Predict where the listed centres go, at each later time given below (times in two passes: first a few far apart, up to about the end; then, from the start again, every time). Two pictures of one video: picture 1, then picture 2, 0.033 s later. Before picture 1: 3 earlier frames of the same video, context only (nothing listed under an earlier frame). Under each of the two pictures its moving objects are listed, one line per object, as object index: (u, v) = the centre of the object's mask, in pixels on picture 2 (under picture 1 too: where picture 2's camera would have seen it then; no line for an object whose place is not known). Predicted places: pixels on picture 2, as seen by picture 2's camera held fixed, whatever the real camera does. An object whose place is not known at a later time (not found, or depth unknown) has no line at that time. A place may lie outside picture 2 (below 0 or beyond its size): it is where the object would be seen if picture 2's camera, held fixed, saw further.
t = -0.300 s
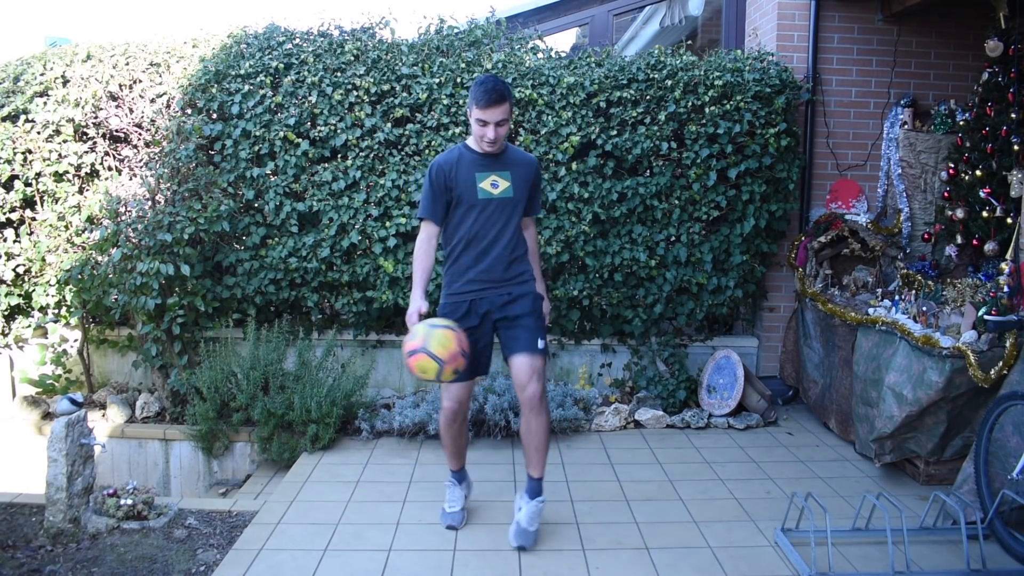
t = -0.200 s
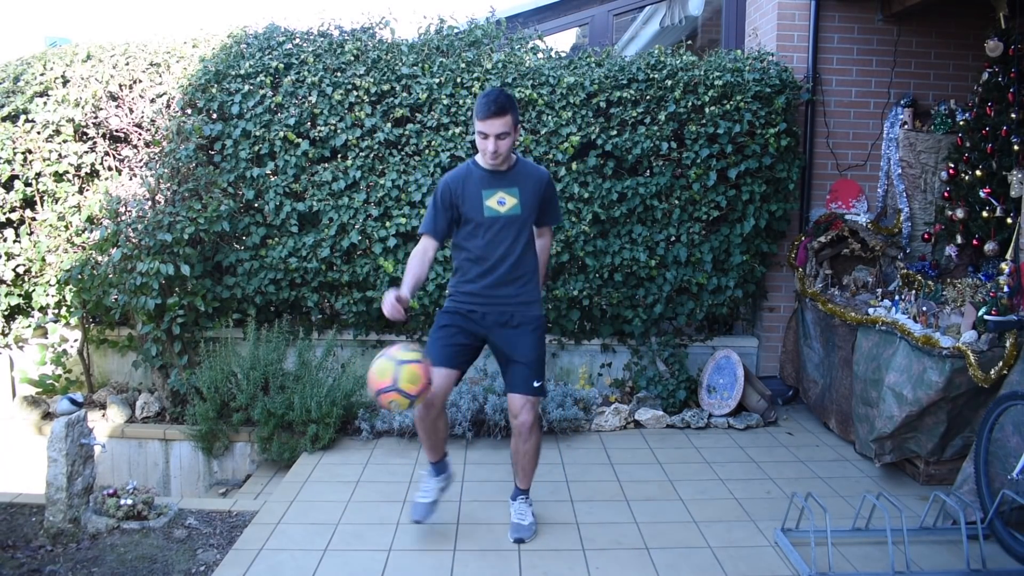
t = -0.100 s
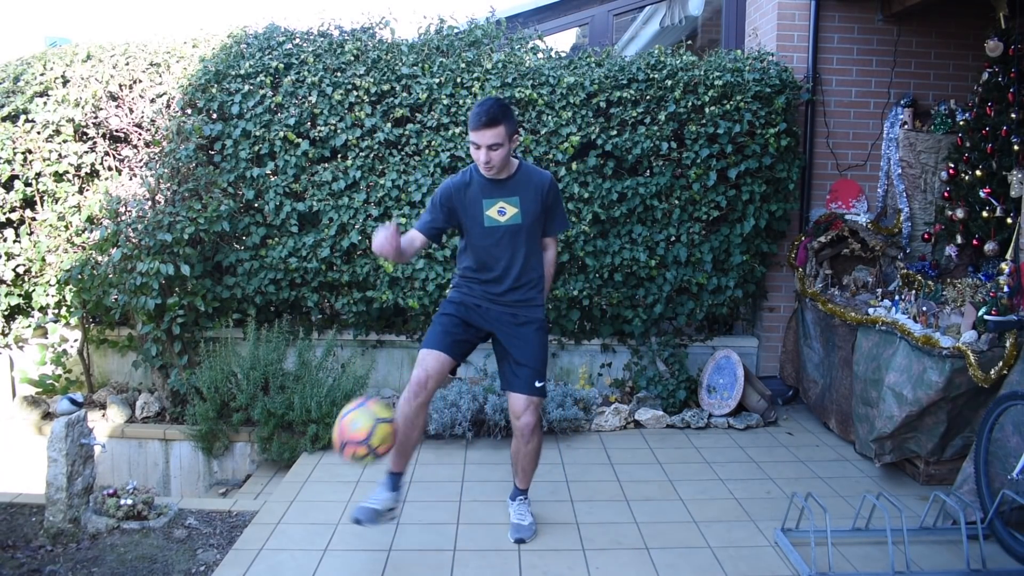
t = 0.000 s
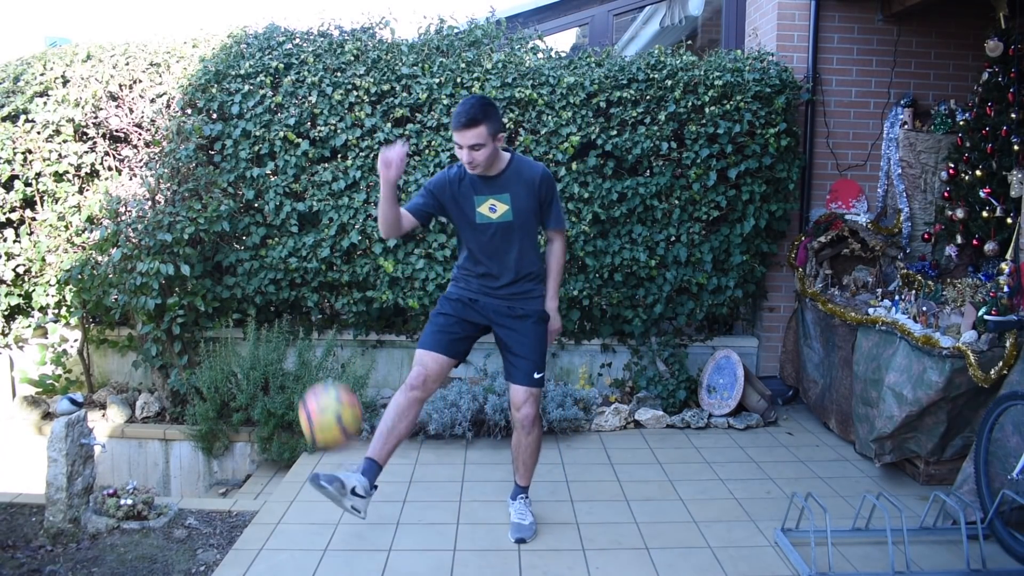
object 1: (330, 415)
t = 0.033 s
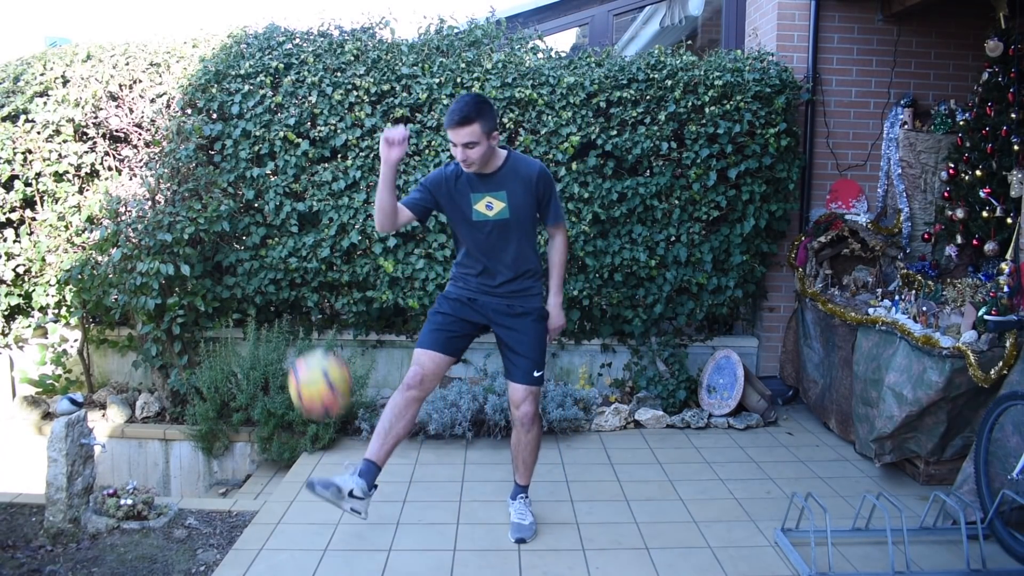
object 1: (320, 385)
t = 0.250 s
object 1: (256, 255)
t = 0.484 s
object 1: (194, 265)
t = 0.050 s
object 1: (315, 369)
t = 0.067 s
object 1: (309, 355)
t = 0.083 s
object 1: (304, 342)
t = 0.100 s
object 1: (299, 330)
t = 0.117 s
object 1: (295, 319)
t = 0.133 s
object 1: (290, 308)
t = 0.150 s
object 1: (285, 299)
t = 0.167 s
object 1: (280, 290)
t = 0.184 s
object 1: (275, 281)
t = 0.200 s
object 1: (270, 274)
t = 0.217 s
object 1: (265, 267)
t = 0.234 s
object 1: (260, 260)
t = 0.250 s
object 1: (256, 255)
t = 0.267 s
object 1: (251, 251)
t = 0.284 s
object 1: (246, 247)
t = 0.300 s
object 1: (242, 245)
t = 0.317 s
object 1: (237, 243)
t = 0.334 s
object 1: (232, 242)
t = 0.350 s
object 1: (228, 241)
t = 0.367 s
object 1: (224, 241)
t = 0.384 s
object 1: (220, 242)
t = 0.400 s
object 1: (215, 244)
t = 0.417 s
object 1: (211, 247)
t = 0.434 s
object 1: (206, 250)
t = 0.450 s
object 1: (202, 254)
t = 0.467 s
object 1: (198, 259)
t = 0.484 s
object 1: (194, 265)
